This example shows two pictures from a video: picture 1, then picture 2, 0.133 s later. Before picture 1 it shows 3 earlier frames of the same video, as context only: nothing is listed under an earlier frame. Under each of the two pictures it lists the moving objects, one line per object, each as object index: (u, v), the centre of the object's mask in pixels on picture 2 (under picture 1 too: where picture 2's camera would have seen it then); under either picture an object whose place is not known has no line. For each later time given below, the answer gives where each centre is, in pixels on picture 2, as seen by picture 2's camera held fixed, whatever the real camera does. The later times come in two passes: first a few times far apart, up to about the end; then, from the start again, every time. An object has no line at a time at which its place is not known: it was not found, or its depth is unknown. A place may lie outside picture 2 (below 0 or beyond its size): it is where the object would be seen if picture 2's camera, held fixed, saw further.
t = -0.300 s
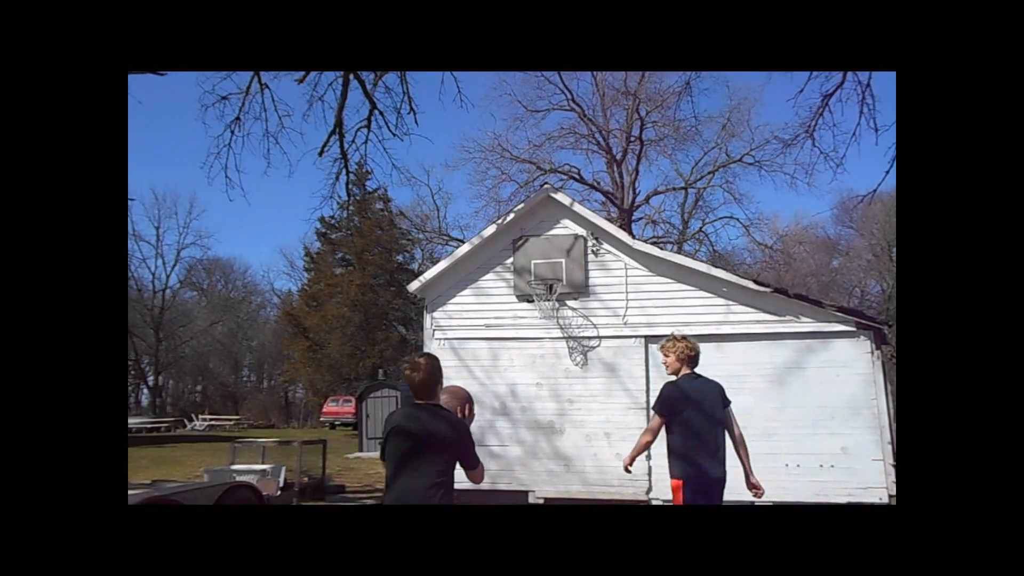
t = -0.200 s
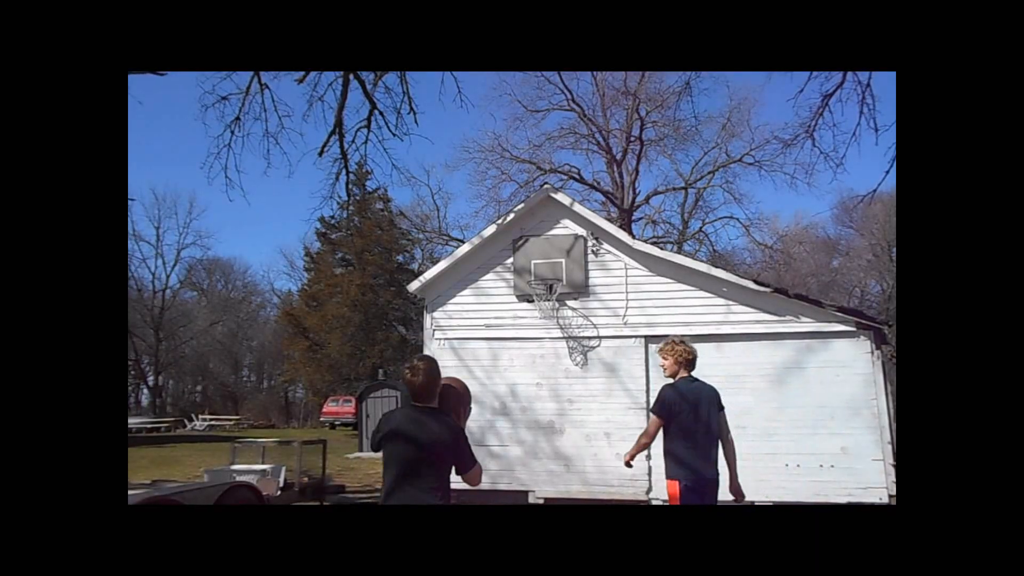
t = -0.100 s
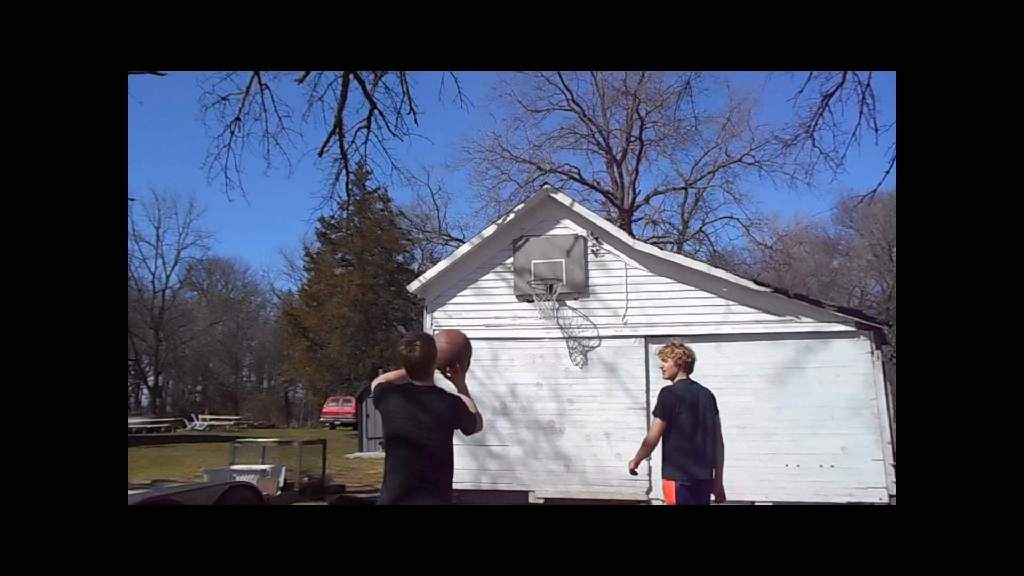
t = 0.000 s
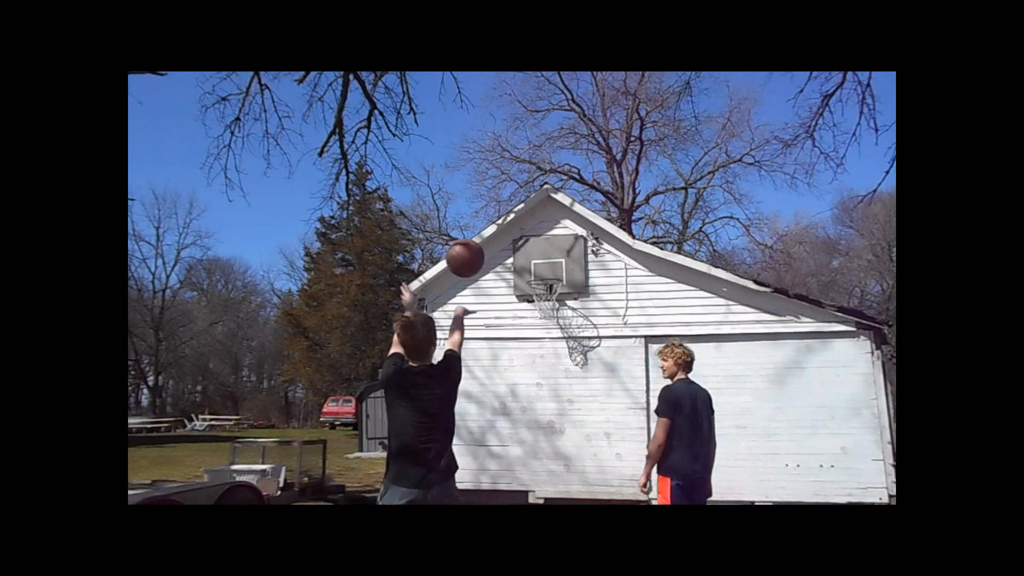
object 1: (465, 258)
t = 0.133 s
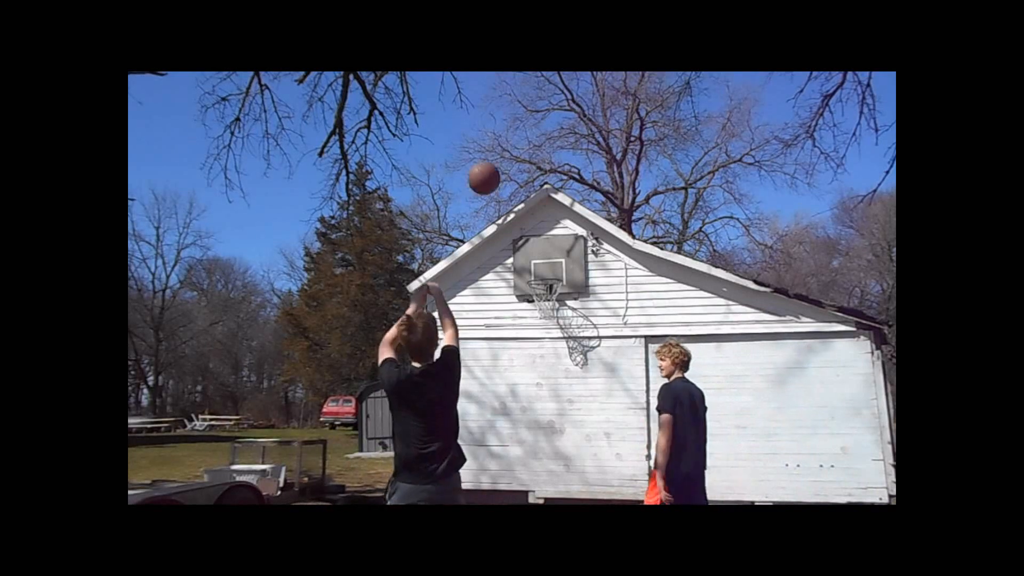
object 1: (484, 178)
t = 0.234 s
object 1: (495, 146)
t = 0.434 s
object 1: (515, 125)
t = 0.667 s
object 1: (533, 148)
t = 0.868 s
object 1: (546, 195)
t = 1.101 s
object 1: (560, 273)
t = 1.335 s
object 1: (563, 242)
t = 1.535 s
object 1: (565, 239)
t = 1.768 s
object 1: (570, 272)
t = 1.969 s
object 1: (573, 338)
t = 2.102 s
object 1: (578, 406)
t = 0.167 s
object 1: (488, 165)
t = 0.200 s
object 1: (492, 154)
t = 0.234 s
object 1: (495, 146)
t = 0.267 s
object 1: (499, 139)
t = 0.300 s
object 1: (502, 133)
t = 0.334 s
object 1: (506, 129)
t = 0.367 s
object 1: (509, 127)
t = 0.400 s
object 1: (512, 125)
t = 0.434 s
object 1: (515, 125)
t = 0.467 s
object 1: (518, 126)
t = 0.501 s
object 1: (520, 127)
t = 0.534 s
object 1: (523, 130)
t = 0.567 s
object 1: (525, 133)
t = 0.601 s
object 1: (528, 138)
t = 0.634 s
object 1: (530, 142)
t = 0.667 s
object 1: (533, 148)
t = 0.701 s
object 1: (535, 155)
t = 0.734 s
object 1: (537, 161)
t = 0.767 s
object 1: (539, 169)
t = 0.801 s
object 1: (541, 178)
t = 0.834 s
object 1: (544, 187)
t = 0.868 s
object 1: (546, 195)
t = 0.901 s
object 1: (548, 205)
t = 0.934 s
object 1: (550, 215)
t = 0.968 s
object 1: (552, 226)
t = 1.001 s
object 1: (554, 238)
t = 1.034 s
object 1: (556, 249)
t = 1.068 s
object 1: (558, 261)
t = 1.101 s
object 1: (560, 273)
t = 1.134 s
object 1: (561, 269)
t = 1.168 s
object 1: (562, 264)
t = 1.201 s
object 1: (563, 259)
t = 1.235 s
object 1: (563, 253)
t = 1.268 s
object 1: (563, 249)
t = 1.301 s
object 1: (563, 245)
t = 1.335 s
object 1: (563, 242)
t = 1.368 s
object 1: (563, 239)
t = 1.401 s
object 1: (563, 238)
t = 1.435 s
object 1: (563, 237)
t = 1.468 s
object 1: (564, 237)
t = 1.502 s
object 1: (564, 238)
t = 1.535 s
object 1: (565, 239)
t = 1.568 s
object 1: (565, 241)
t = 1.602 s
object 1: (566, 243)
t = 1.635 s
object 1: (566, 248)
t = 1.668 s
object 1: (566, 252)
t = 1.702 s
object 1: (567, 257)
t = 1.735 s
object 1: (568, 265)
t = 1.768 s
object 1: (570, 272)
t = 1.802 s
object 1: (570, 281)
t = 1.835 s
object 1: (571, 290)
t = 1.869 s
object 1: (571, 300)
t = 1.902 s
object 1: (572, 312)
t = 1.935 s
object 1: (572, 325)
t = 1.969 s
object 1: (573, 338)
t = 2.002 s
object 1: (574, 354)
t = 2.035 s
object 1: (576, 370)
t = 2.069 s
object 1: (577, 387)
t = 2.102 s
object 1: (578, 406)
